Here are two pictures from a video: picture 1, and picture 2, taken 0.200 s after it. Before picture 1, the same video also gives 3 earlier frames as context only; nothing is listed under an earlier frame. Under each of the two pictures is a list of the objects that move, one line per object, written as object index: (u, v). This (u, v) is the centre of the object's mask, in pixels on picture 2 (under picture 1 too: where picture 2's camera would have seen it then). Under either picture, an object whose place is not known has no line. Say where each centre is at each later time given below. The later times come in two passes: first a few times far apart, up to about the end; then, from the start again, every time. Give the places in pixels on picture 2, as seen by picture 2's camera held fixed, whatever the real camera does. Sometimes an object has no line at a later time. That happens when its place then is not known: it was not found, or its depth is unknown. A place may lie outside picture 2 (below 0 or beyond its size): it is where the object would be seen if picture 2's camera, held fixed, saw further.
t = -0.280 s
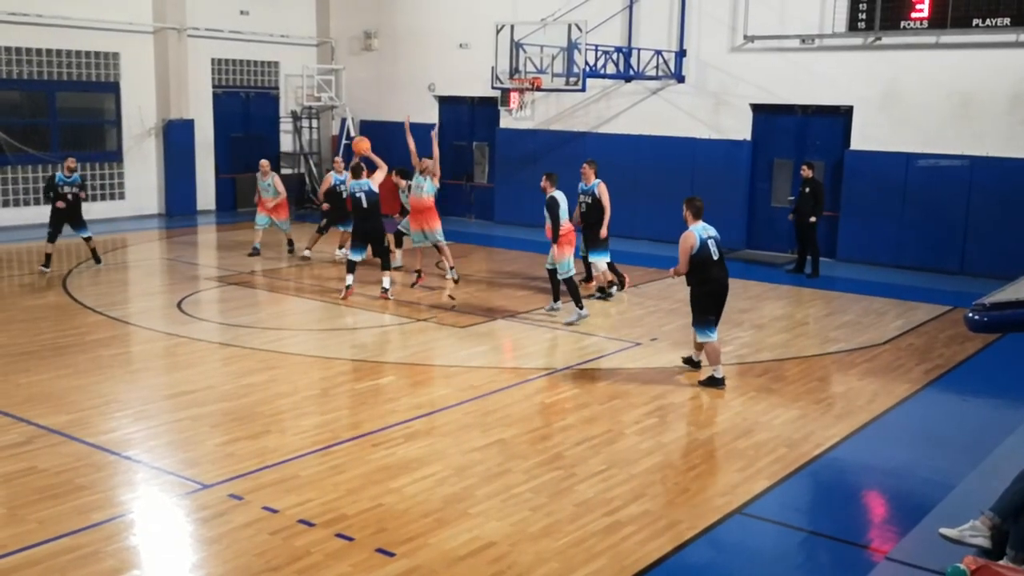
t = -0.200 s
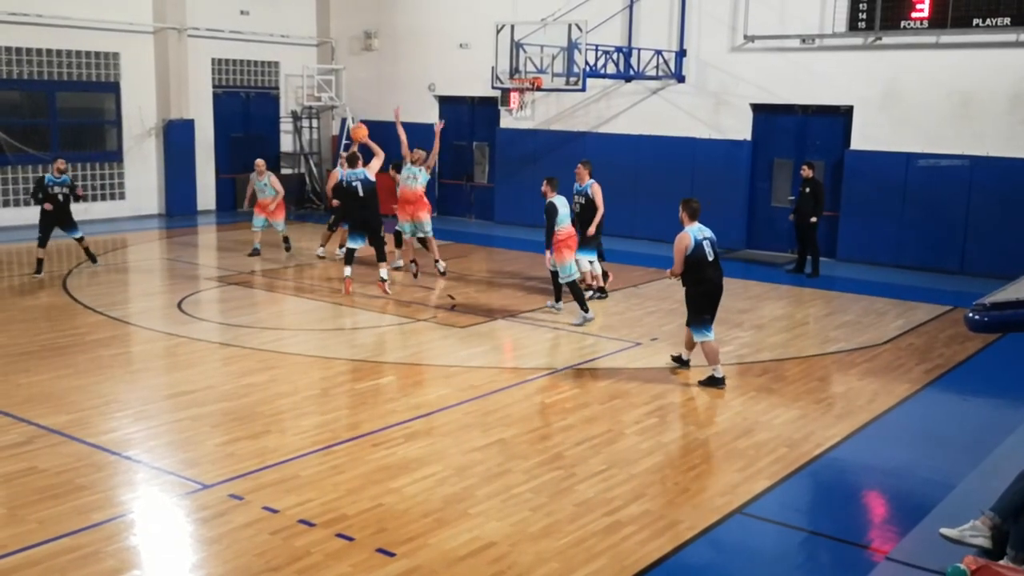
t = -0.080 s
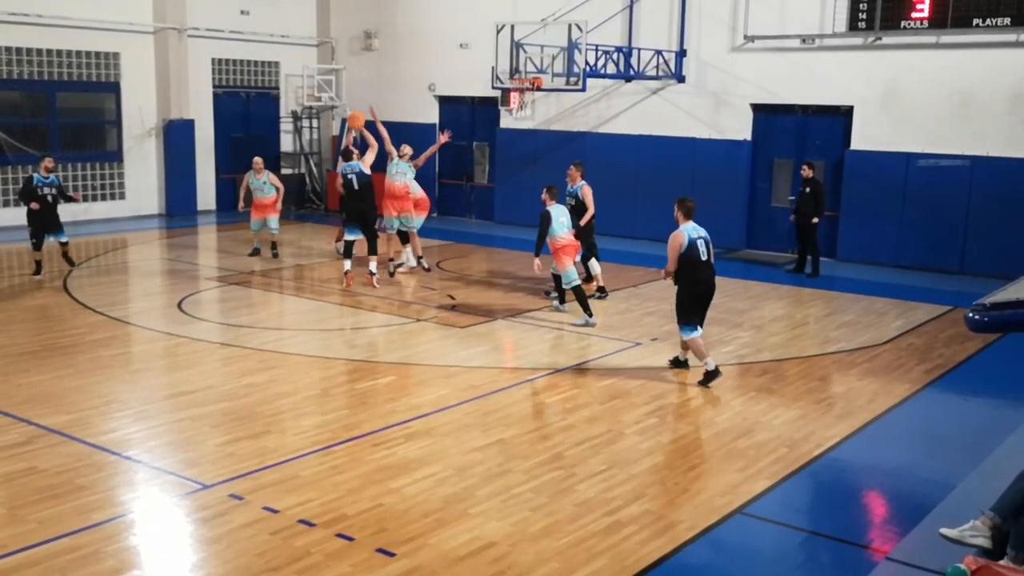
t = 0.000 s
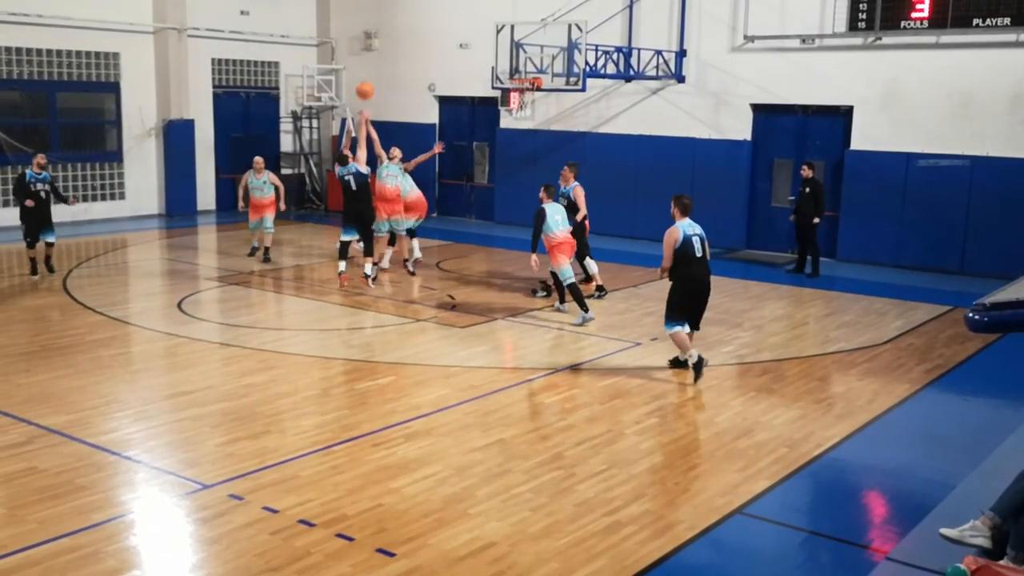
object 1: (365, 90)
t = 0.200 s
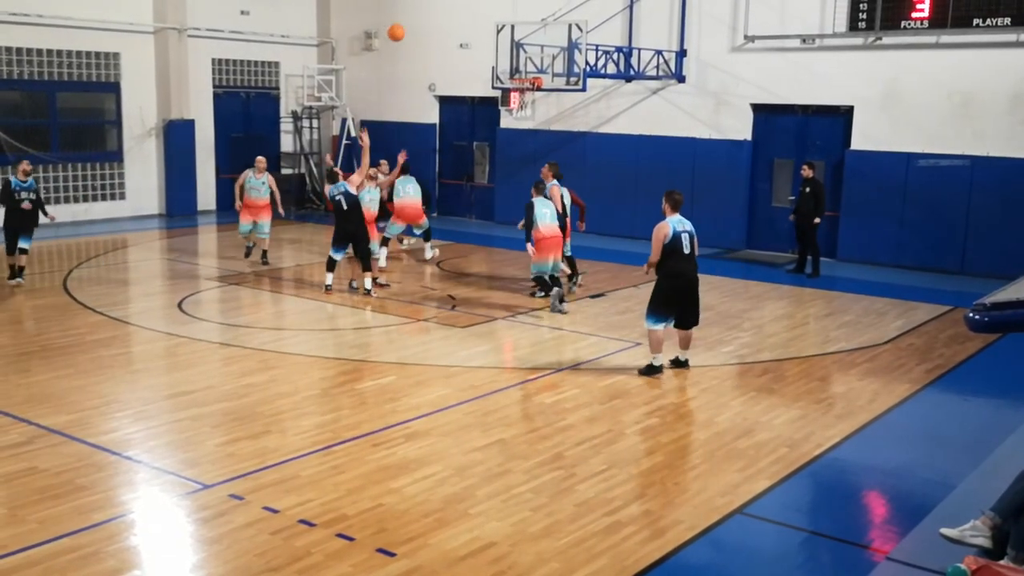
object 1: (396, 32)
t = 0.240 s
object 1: (401, 26)
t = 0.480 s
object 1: (435, 5)
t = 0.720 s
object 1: (468, 24)
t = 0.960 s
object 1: (496, 78)
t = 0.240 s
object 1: (401, 26)
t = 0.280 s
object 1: (406, 20)
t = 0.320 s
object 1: (414, 13)
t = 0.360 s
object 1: (418, 10)
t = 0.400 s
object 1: (423, 7)
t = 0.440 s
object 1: (430, 6)
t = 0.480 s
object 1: (435, 5)
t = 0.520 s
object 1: (442, 6)
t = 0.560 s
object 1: (447, 7)
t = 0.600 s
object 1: (451, 7)
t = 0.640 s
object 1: (458, 12)
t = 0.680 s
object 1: (462, 16)
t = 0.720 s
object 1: (468, 24)
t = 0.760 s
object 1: (473, 29)
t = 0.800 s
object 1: (477, 36)
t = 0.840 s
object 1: (483, 47)
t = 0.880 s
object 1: (487, 55)
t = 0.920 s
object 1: (493, 69)
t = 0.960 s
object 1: (496, 78)
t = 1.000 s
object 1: (500, 89)
